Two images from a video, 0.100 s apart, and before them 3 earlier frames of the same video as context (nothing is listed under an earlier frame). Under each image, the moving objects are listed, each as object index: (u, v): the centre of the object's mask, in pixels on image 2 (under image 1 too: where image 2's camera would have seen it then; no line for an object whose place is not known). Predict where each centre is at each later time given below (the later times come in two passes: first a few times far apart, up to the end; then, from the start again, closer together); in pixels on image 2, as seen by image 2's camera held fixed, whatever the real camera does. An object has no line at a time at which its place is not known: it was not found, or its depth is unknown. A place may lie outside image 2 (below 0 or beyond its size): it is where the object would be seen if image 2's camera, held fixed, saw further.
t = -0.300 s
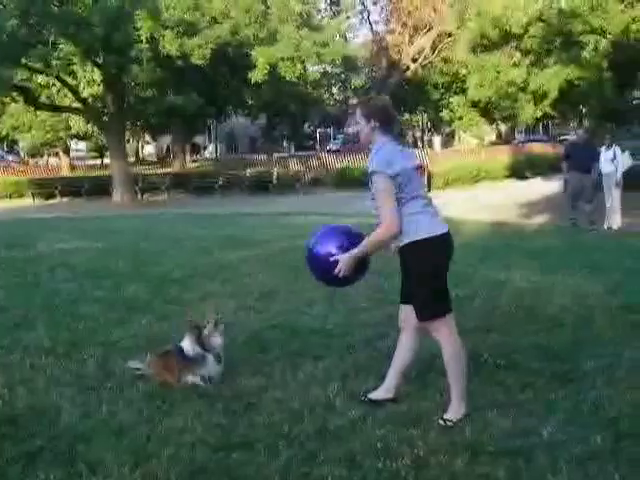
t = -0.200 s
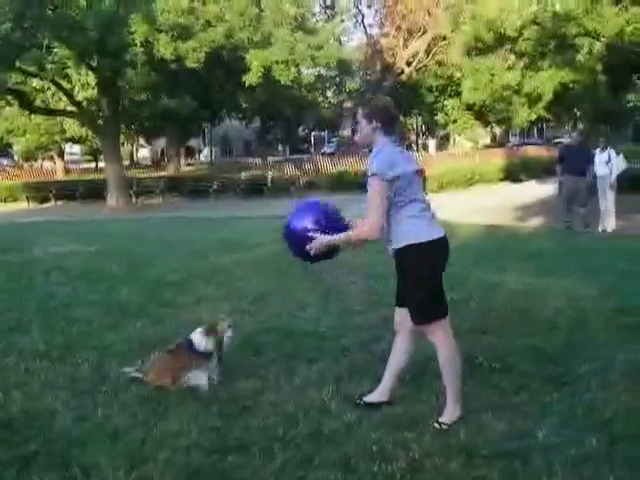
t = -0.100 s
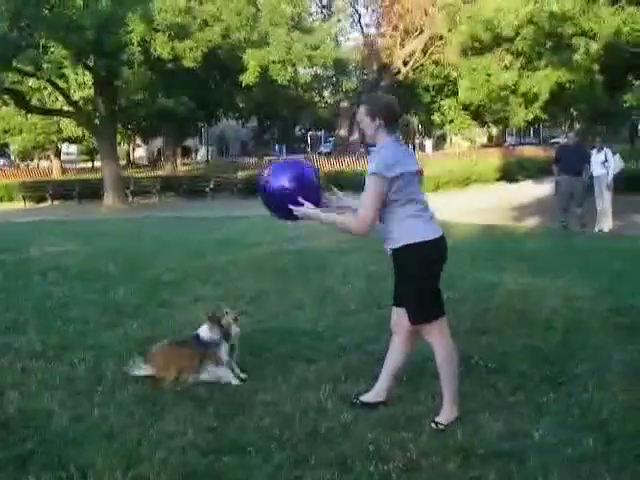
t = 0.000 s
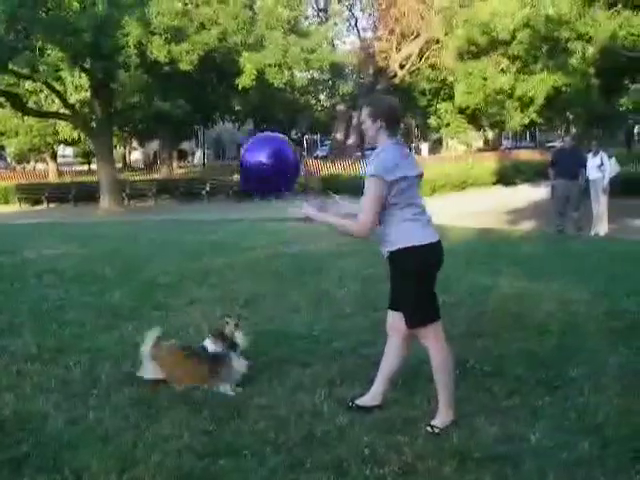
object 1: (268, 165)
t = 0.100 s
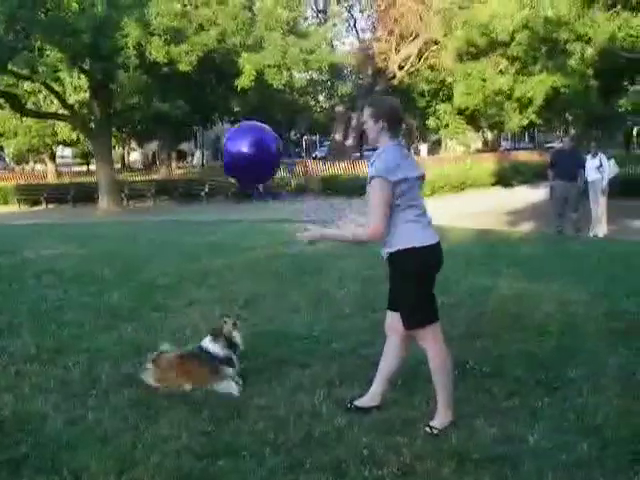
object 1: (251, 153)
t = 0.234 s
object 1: (230, 160)
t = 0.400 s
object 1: (205, 202)
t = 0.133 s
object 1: (245, 152)
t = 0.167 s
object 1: (240, 153)
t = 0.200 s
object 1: (235, 156)
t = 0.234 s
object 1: (230, 160)
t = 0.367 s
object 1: (209, 191)
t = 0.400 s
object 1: (205, 202)
